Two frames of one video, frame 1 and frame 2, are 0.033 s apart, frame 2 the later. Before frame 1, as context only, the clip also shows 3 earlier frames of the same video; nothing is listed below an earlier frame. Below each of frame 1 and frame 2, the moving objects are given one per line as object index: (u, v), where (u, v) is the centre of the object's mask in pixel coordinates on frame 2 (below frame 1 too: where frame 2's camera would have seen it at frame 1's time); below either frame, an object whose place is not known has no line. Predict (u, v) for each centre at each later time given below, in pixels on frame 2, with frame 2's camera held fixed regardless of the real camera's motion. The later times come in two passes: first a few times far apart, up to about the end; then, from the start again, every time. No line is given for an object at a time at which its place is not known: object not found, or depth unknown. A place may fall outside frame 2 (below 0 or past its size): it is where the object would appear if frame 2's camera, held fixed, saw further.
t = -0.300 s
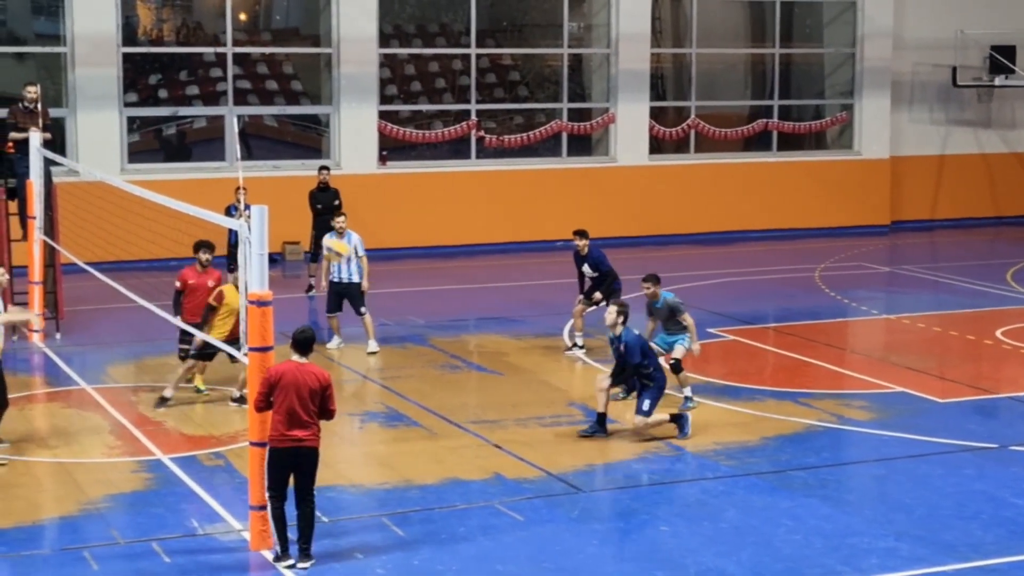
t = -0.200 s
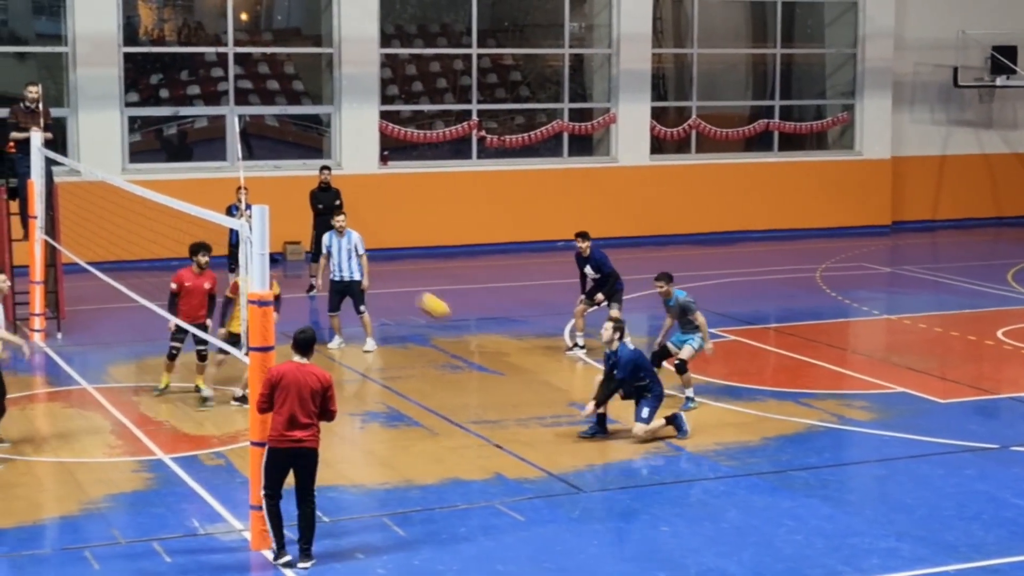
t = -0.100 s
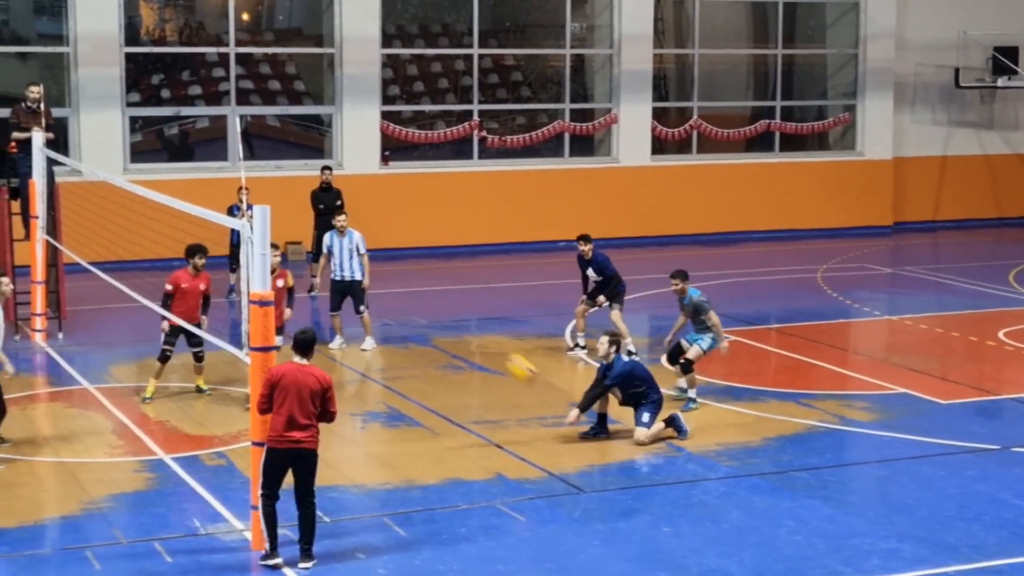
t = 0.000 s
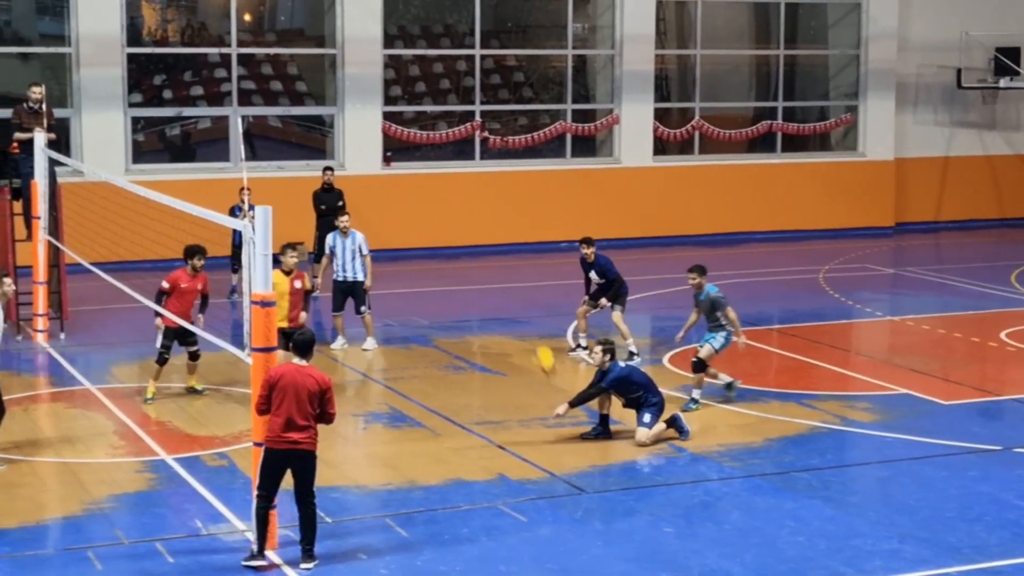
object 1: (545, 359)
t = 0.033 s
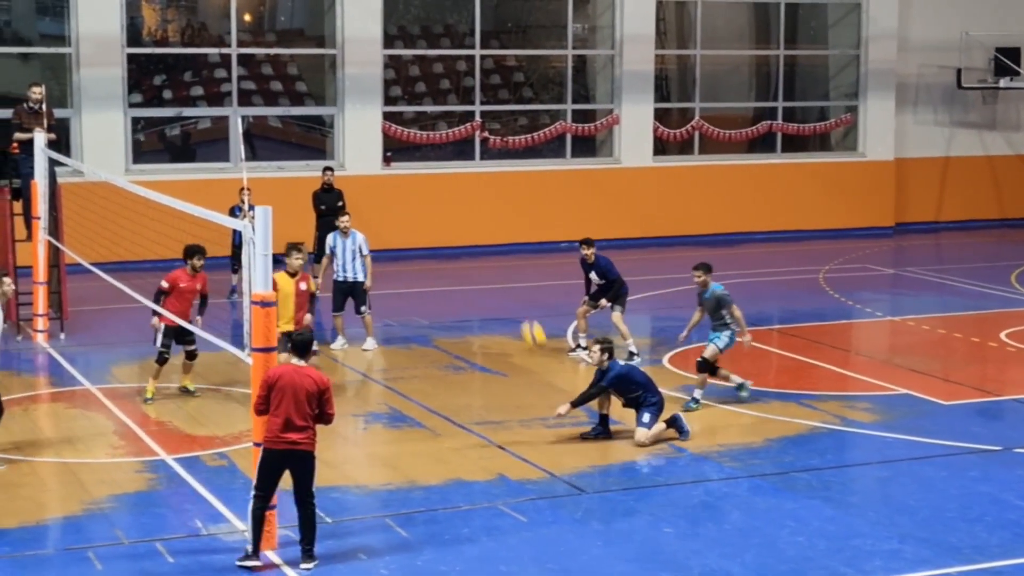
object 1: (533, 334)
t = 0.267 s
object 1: (452, 181)
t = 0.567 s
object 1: (344, 57)
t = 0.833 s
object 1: (246, 28)
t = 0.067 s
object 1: (522, 311)
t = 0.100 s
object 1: (510, 286)
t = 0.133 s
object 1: (499, 262)
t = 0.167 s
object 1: (486, 241)
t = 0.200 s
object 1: (475, 219)
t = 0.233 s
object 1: (463, 199)
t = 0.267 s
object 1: (452, 181)
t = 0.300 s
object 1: (440, 162)
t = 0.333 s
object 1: (428, 147)
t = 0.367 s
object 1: (417, 131)
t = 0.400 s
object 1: (405, 115)
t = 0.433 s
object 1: (393, 100)
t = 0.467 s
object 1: (382, 89)
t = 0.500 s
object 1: (370, 77)
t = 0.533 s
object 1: (357, 67)
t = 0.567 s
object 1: (344, 57)
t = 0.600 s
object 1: (332, 50)
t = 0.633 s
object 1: (320, 43)
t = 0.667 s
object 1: (308, 37)
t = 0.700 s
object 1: (296, 33)
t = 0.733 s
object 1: (284, 30)
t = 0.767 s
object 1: (271, 28)
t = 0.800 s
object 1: (259, 27)
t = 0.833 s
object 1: (246, 28)
